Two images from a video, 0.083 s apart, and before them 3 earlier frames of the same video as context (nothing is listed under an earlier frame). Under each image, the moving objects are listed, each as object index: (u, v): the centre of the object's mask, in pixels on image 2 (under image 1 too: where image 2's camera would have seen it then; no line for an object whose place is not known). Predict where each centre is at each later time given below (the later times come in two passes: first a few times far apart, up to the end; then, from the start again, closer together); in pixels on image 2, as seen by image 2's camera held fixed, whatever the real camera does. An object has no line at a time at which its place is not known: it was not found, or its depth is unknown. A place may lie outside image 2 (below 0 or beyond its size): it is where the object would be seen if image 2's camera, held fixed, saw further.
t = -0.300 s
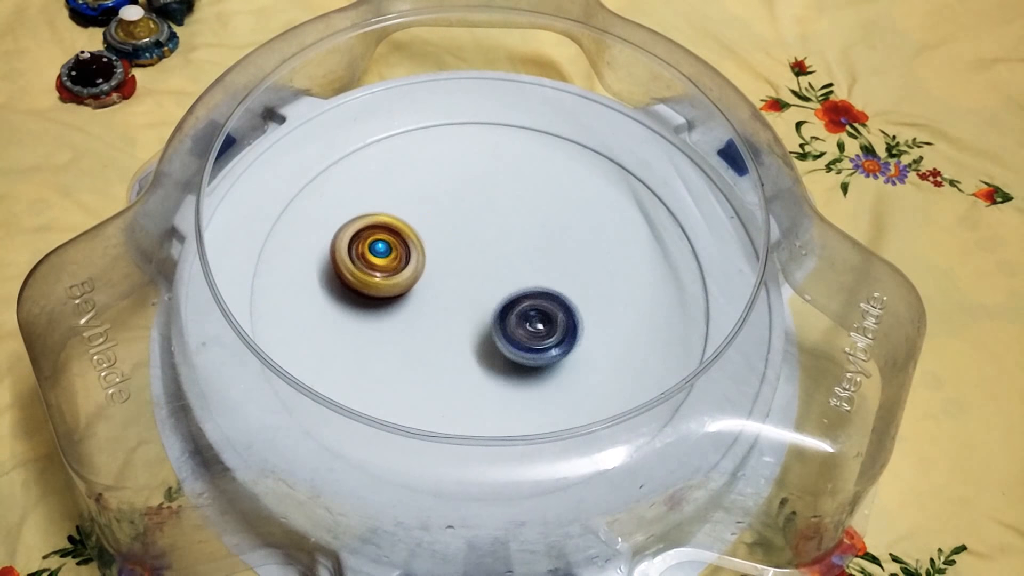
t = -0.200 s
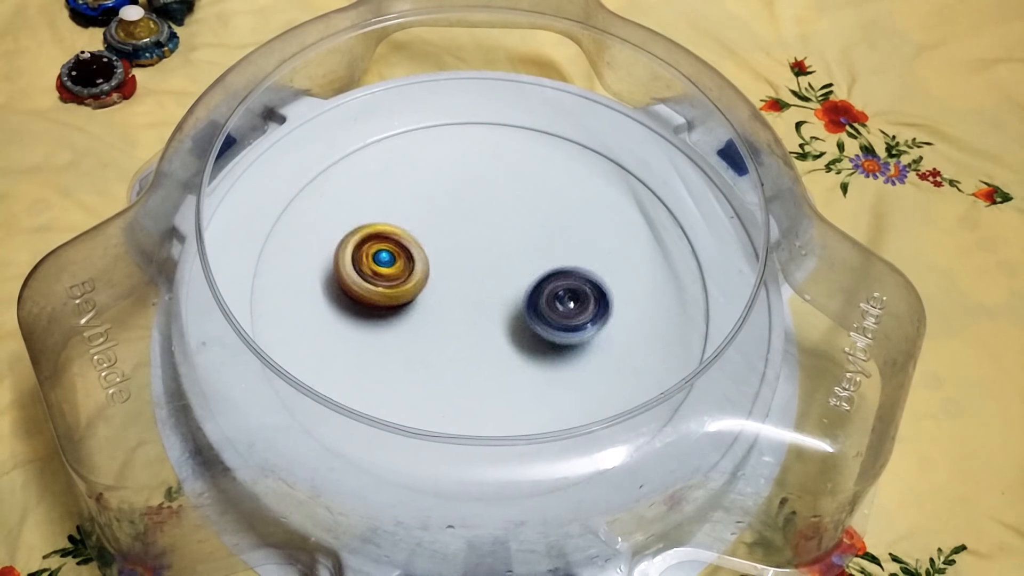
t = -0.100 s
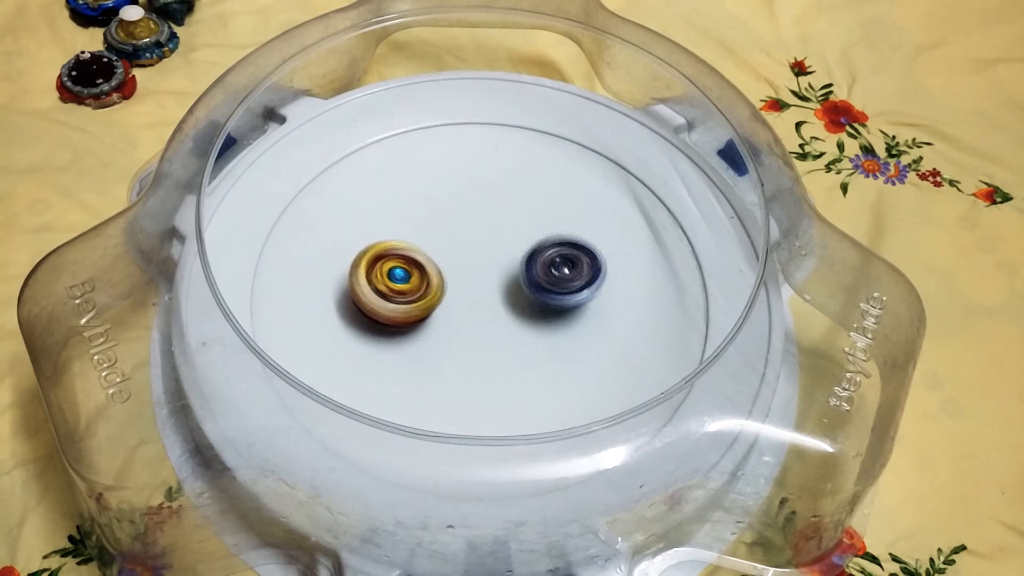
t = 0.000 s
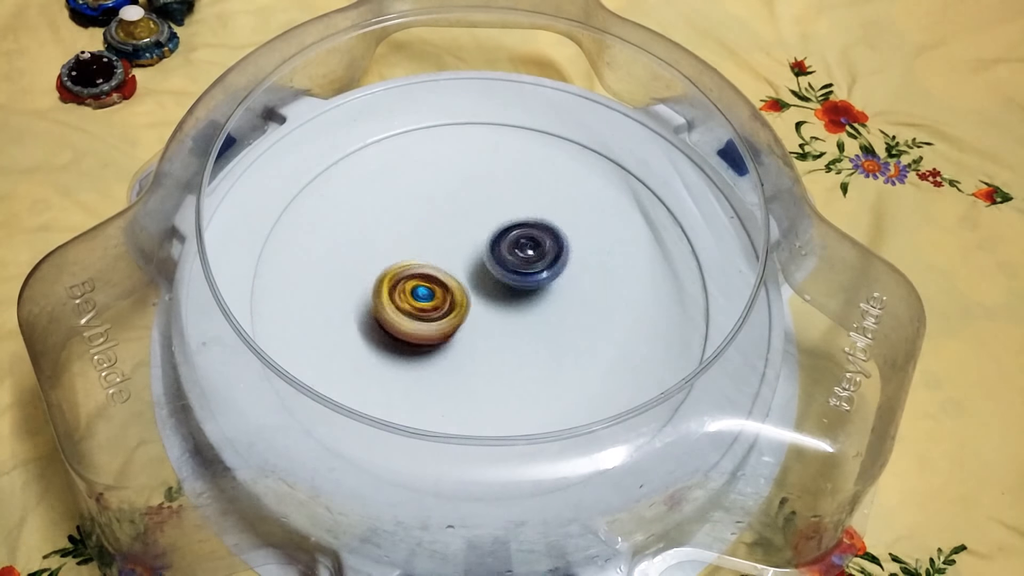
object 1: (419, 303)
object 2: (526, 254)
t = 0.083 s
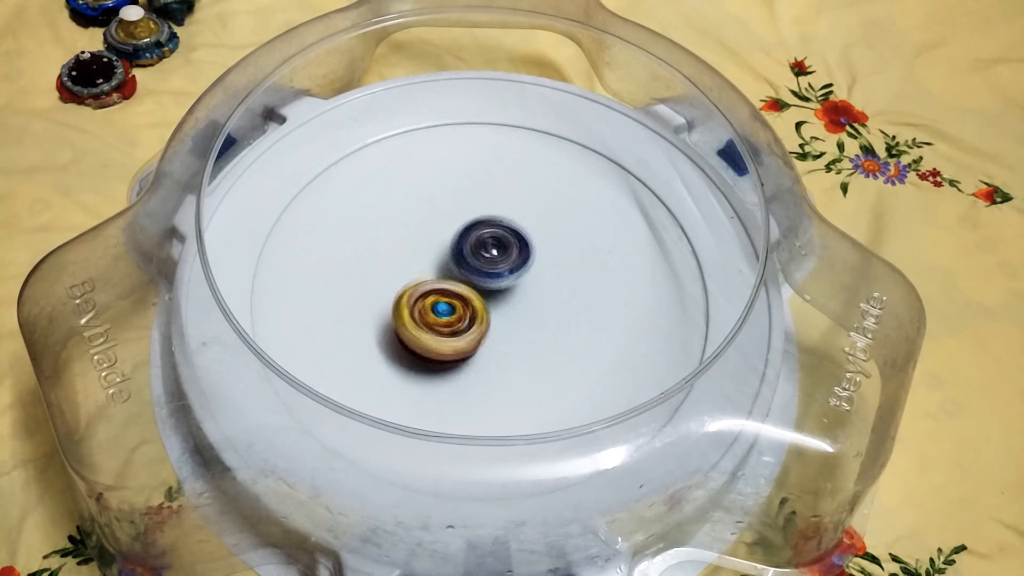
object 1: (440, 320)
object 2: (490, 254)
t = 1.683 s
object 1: (465, 222)
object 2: (496, 319)
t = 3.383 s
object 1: (529, 223)
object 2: (395, 302)
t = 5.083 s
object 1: (518, 237)
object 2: (433, 286)
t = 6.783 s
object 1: (509, 257)
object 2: (402, 293)
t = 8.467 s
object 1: (472, 282)
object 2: (430, 210)
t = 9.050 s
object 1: (508, 267)
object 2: (431, 317)
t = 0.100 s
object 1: (443, 325)
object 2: (487, 251)
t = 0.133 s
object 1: (449, 332)
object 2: (479, 248)
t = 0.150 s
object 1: (452, 335)
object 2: (473, 247)
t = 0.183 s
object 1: (458, 340)
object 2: (464, 247)
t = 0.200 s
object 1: (462, 342)
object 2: (459, 248)
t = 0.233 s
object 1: (469, 346)
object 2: (450, 250)
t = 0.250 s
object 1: (472, 348)
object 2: (446, 251)
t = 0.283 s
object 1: (479, 350)
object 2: (440, 256)
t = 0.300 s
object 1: (483, 350)
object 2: (437, 259)
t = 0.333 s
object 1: (490, 351)
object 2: (434, 265)
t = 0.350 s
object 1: (493, 351)
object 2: (435, 269)
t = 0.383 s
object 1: (499, 350)
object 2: (435, 277)
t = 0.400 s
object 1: (503, 349)
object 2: (436, 281)
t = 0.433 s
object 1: (510, 346)
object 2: (441, 289)
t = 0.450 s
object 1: (518, 348)
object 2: (437, 286)
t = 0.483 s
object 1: (534, 353)
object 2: (426, 276)
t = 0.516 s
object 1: (546, 355)
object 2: (417, 268)
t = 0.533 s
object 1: (550, 356)
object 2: (413, 264)
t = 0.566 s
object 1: (557, 354)
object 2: (404, 257)
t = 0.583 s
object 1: (560, 353)
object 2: (399, 255)
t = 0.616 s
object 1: (566, 349)
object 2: (390, 250)
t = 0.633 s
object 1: (568, 347)
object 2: (386, 249)
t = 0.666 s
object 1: (573, 341)
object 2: (379, 248)
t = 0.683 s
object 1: (574, 338)
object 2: (376, 248)
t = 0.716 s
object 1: (577, 332)
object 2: (372, 248)
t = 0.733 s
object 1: (578, 329)
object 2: (373, 249)
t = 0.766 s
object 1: (579, 322)
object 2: (373, 253)
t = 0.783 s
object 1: (579, 319)
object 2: (373, 253)
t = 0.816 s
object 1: (579, 311)
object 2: (379, 256)
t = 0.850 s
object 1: (579, 305)
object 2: (387, 258)
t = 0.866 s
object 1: (578, 300)
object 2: (392, 259)
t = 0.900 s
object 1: (576, 293)
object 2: (403, 259)
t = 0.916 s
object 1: (575, 289)
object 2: (408, 258)
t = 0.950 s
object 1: (571, 282)
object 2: (421, 257)
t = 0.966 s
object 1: (569, 277)
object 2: (429, 255)
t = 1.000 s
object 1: (563, 270)
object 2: (442, 250)
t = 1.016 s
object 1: (560, 266)
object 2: (447, 248)
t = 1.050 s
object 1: (553, 259)
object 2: (458, 242)
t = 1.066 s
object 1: (551, 255)
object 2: (462, 237)
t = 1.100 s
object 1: (562, 249)
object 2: (445, 227)
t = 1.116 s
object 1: (566, 247)
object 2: (439, 223)
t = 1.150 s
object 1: (571, 243)
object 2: (424, 218)
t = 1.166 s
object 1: (571, 242)
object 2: (417, 215)
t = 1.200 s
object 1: (570, 240)
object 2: (403, 215)
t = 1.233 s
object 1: (565, 238)
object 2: (391, 219)
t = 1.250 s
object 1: (563, 236)
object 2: (387, 223)
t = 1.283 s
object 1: (556, 234)
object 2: (379, 230)
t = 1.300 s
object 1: (552, 233)
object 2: (376, 234)
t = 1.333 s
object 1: (545, 230)
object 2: (374, 243)
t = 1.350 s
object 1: (541, 229)
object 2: (377, 249)
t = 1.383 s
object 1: (534, 227)
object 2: (382, 259)
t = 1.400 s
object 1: (529, 226)
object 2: (386, 263)
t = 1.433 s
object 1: (520, 225)
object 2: (397, 272)
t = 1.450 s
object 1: (515, 225)
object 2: (404, 276)
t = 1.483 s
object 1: (505, 223)
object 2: (418, 281)
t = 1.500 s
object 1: (502, 222)
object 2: (425, 283)
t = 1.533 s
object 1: (493, 222)
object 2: (441, 285)
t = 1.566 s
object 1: (488, 218)
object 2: (453, 293)
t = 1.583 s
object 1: (485, 217)
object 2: (457, 297)
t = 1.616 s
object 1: (479, 217)
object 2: (469, 306)
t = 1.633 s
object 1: (476, 218)
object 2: (476, 310)
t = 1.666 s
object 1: (469, 220)
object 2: (490, 317)
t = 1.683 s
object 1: (465, 222)
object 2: (496, 319)
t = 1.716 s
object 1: (458, 225)
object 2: (512, 323)
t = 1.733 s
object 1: (454, 227)
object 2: (520, 324)
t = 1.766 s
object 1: (447, 231)
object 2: (535, 325)
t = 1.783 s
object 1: (444, 233)
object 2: (540, 325)
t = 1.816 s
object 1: (437, 239)
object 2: (552, 321)
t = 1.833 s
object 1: (433, 241)
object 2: (556, 318)
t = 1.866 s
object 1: (427, 246)
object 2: (563, 310)
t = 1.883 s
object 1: (424, 249)
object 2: (566, 306)
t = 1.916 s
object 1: (419, 254)
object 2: (568, 297)
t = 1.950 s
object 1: (415, 259)
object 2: (566, 287)
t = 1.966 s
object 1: (414, 262)
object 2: (563, 283)
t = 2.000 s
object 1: (411, 268)
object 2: (557, 275)
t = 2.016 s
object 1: (410, 271)
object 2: (554, 272)
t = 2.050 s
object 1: (408, 276)
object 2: (544, 267)
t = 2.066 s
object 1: (409, 279)
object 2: (539, 264)
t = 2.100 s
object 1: (409, 286)
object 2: (527, 262)
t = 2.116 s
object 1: (410, 289)
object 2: (521, 261)
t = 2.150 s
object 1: (412, 295)
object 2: (507, 260)
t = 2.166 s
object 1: (413, 298)
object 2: (501, 260)
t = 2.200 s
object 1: (412, 305)
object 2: (492, 261)
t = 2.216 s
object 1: (411, 310)
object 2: (493, 258)
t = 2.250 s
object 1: (412, 316)
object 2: (491, 254)
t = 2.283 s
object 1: (414, 322)
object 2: (488, 252)
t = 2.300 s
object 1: (417, 325)
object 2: (487, 251)
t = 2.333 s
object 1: (422, 330)
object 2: (482, 248)
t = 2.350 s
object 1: (424, 332)
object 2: (479, 248)
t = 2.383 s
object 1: (430, 336)
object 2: (474, 248)
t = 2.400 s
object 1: (432, 338)
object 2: (471, 247)
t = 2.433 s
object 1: (438, 343)
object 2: (467, 248)
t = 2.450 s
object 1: (441, 344)
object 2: (466, 249)
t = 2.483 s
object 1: (446, 345)
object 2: (461, 251)
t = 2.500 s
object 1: (449, 345)
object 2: (458, 253)
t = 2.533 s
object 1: (456, 346)
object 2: (455, 256)
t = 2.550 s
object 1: (460, 345)
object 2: (455, 258)
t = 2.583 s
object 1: (467, 344)
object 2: (452, 263)
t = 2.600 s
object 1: (469, 343)
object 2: (453, 265)
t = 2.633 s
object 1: (476, 344)
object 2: (452, 263)
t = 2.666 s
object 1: (483, 344)
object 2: (452, 262)
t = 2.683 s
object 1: (486, 343)
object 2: (451, 261)
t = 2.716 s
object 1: (492, 340)
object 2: (452, 257)
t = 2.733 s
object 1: (495, 338)
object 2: (452, 257)
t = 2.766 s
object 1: (501, 332)
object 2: (452, 255)
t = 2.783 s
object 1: (504, 330)
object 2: (450, 254)
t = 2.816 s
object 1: (511, 324)
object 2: (451, 252)
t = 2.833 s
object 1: (513, 321)
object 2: (451, 251)
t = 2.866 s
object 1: (518, 314)
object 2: (452, 251)
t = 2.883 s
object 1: (521, 311)
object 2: (451, 250)
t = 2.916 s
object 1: (527, 303)
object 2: (453, 249)
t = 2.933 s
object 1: (530, 300)
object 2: (454, 249)
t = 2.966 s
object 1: (533, 294)
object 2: (454, 250)
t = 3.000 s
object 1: (537, 287)
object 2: (452, 248)
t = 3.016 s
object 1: (538, 283)
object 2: (451, 248)
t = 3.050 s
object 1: (542, 277)
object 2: (450, 248)
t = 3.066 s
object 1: (541, 275)
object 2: (448, 248)
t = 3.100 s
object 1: (540, 269)
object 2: (447, 248)
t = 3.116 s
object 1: (540, 266)
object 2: (447, 247)
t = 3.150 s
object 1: (539, 259)
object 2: (446, 249)
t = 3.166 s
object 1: (538, 256)
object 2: (446, 250)
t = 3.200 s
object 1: (541, 249)
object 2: (434, 254)
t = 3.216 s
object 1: (543, 245)
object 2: (428, 257)
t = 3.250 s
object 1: (547, 238)
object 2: (417, 264)
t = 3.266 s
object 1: (546, 237)
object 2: (412, 268)
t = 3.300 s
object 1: (543, 233)
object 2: (405, 278)
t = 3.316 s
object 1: (542, 230)
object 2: (402, 282)
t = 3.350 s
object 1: (536, 227)
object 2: (398, 291)
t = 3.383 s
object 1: (529, 223)
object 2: (395, 302)
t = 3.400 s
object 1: (528, 220)
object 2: (395, 307)
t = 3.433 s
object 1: (521, 218)
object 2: (398, 318)
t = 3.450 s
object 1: (518, 216)
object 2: (399, 322)
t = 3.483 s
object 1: (513, 212)
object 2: (405, 332)
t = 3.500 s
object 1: (510, 212)
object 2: (411, 335)
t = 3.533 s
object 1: (503, 210)
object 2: (422, 340)
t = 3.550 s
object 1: (501, 209)
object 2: (430, 341)
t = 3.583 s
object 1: (494, 210)
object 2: (444, 340)
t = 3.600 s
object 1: (491, 211)
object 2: (451, 340)
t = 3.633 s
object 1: (485, 211)
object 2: (464, 337)
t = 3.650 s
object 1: (481, 213)
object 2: (470, 334)
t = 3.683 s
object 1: (474, 217)
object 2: (482, 328)
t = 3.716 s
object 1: (468, 220)
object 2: (492, 320)
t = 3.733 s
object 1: (464, 223)
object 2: (497, 316)
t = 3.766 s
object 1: (458, 228)
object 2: (505, 307)
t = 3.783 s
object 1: (454, 230)
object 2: (508, 301)
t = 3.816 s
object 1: (449, 237)
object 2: (512, 290)
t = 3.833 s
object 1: (444, 240)
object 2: (517, 288)
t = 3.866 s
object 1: (429, 241)
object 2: (535, 283)
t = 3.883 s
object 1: (424, 244)
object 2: (542, 280)
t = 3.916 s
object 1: (415, 247)
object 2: (553, 273)
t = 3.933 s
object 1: (413, 249)
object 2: (558, 270)
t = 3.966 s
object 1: (408, 255)
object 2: (568, 262)
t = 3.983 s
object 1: (405, 257)
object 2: (572, 258)
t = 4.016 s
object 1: (403, 264)
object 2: (577, 250)
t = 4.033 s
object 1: (402, 267)
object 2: (580, 246)
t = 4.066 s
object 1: (401, 272)
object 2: (582, 237)
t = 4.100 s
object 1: (401, 280)
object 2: (581, 229)
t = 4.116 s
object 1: (401, 283)
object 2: (580, 227)
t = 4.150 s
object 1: (404, 290)
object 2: (574, 220)
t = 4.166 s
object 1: (404, 293)
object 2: (569, 218)
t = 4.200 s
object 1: (409, 300)
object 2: (560, 215)
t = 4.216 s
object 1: (412, 303)
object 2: (554, 214)
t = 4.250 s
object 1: (417, 309)
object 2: (539, 214)
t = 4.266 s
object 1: (420, 311)
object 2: (534, 215)
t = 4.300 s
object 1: (427, 317)
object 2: (522, 219)
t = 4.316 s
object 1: (432, 318)
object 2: (516, 222)
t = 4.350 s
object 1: (441, 324)
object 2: (503, 230)
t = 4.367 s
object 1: (444, 325)
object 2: (497, 235)
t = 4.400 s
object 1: (454, 326)
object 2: (487, 242)
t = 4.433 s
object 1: (462, 328)
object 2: (475, 251)
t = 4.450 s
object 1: (467, 328)
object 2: (471, 254)
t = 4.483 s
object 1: (475, 334)
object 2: (465, 253)
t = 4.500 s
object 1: (478, 337)
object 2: (460, 249)
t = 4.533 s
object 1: (486, 338)
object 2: (450, 244)
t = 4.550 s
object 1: (489, 338)
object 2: (445, 240)
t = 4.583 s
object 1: (495, 334)
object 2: (434, 235)
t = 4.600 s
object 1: (498, 333)
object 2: (429, 233)
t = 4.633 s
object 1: (504, 327)
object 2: (419, 230)
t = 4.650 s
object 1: (509, 324)
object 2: (414, 229)
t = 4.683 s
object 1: (513, 317)
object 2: (405, 229)
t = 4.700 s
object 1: (517, 313)
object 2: (402, 230)
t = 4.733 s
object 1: (522, 306)
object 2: (393, 233)
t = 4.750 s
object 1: (524, 302)
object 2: (392, 236)
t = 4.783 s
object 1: (528, 295)
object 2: (389, 240)
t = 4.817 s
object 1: (531, 287)
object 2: (388, 247)
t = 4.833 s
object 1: (532, 284)
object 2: (391, 250)
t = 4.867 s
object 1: (532, 277)
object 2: (395, 256)
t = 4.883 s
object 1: (532, 273)
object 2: (399, 261)
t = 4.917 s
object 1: (529, 267)
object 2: (407, 263)
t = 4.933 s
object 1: (530, 262)
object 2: (411, 268)
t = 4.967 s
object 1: (525, 258)
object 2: (422, 270)
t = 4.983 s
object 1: (523, 253)
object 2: (427, 272)
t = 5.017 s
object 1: (521, 248)
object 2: (436, 274)
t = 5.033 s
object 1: (521, 245)
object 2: (437, 276)
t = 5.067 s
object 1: (520, 239)
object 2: (435, 283)
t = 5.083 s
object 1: (518, 237)
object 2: (433, 286)
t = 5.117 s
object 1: (515, 233)
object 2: (433, 292)
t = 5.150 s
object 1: (506, 231)
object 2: (434, 296)
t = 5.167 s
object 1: (504, 228)
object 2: (435, 299)
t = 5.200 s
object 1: (496, 227)
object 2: (438, 303)
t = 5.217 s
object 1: (492, 225)
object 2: (440, 305)
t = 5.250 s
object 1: (485, 224)
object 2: (445, 309)
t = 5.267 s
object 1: (481, 224)
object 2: (447, 310)
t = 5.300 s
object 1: (474, 224)
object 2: (453, 313)
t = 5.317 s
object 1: (470, 225)
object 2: (456, 312)
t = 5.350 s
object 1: (463, 226)
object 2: (463, 313)
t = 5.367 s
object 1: (460, 228)
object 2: (466, 312)
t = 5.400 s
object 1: (452, 230)
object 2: (473, 310)
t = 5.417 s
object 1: (449, 232)
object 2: (476, 309)
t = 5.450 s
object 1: (441, 236)
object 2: (483, 306)
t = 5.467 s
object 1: (439, 237)
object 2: (485, 306)
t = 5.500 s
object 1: (432, 241)
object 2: (496, 306)
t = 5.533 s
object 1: (428, 244)
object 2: (507, 307)
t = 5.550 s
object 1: (427, 247)
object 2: (511, 307)
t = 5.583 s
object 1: (424, 251)
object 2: (521, 305)
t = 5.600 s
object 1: (423, 254)
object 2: (524, 304)
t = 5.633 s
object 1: (420, 259)
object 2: (532, 301)
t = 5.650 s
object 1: (420, 262)
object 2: (533, 299)
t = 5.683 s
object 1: (419, 268)
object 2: (538, 295)
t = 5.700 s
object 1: (420, 271)
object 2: (538, 291)
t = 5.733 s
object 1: (421, 277)
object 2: (541, 286)
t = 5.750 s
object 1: (422, 279)
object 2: (540, 283)
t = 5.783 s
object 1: (425, 286)
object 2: (539, 278)
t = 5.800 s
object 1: (427, 289)
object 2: (537, 275)
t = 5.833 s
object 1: (431, 295)
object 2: (533, 270)
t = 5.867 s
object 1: (437, 298)
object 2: (525, 266)
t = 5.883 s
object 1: (440, 301)
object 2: (523, 265)
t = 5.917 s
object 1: (441, 306)
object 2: (524, 258)
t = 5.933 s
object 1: (443, 309)
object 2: (526, 255)
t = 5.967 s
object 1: (446, 311)
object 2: (525, 249)
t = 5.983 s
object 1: (450, 313)
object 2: (526, 245)
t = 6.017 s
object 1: (456, 315)
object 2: (524, 241)
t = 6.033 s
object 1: (460, 316)
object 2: (523, 237)
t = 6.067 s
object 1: (466, 317)
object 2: (521, 234)
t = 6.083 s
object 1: (471, 318)
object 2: (519, 232)
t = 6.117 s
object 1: (477, 318)
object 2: (515, 230)
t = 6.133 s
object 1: (481, 317)
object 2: (512, 229)
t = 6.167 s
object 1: (487, 316)
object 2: (507, 228)
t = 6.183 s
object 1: (491, 315)
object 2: (503, 227)
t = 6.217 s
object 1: (496, 312)
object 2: (498, 229)
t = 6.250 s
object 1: (503, 309)
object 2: (493, 230)
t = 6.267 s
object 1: (505, 309)
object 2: (489, 231)
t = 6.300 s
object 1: (512, 307)
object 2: (482, 227)
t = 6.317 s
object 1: (513, 307)
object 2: (478, 228)
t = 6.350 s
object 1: (517, 303)
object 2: (470, 226)
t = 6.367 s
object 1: (519, 302)
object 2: (466, 227)
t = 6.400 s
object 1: (523, 297)
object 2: (459, 228)
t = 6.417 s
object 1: (523, 296)
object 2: (456, 230)
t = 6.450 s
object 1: (525, 291)
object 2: (450, 233)
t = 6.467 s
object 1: (526, 289)
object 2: (447, 235)
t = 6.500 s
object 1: (527, 284)
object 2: (442, 241)
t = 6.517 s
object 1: (527, 282)
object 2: (441, 243)
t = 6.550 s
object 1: (526, 277)
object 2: (437, 251)
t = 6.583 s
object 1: (526, 274)
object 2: (434, 257)
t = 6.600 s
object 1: (527, 272)
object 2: (431, 259)
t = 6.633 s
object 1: (526, 269)
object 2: (424, 264)
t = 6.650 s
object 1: (525, 267)
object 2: (420, 268)
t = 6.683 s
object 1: (522, 265)
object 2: (412, 273)
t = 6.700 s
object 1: (520, 262)
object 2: (411, 277)
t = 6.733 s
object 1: (516, 260)
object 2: (406, 282)
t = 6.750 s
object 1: (514, 258)
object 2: (405, 285)
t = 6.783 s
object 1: (509, 257)
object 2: (402, 293)
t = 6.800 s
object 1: (506, 255)
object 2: (402, 294)
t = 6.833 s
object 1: (502, 254)
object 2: (404, 302)
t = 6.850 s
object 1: (498, 253)
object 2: (403, 303)
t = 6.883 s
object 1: (493, 253)
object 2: (408, 309)
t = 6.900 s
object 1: (490, 252)
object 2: (409, 311)
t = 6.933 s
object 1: (485, 253)
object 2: (417, 315)
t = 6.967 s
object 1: (479, 253)
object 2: (420, 317)
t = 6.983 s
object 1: (477, 254)
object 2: (426, 319)
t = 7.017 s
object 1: (473, 251)
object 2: (427, 329)
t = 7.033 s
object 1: (472, 250)
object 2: (429, 332)
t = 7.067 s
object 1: (469, 249)
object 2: (435, 340)
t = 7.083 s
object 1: (467, 249)
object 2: (436, 343)
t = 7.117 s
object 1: (464, 251)
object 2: (446, 349)
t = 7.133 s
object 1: (462, 252)
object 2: (448, 351)
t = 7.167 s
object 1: (458, 254)
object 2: (457, 354)
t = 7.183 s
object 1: (456, 255)
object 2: (460, 355)
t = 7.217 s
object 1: (453, 257)
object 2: (468, 354)
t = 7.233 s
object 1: (450, 259)
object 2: (473, 355)
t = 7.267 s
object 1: (448, 262)
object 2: (479, 352)
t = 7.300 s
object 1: (446, 264)
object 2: (489, 351)
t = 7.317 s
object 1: (444, 266)
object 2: (491, 348)
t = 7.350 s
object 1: (444, 269)
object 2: (500, 344)
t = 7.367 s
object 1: (442, 271)
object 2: (502, 342)
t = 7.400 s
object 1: (443, 274)
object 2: (509, 334)
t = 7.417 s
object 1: (442, 276)
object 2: (513, 332)
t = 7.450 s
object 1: (440, 278)
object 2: (523, 330)
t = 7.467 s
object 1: (437, 278)
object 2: (530, 330)
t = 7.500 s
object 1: (435, 279)
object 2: (542, 328)
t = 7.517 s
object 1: (435, 278)
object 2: (546, 326)
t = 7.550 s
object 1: (434, 280)
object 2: (557, 322)
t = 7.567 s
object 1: (435, 280)
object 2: (564, 318)
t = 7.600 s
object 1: (435, 282)
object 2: (573, 313)
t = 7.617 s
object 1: (437, 284)
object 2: (578, 310)
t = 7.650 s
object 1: (438, 285)
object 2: (586, 303)
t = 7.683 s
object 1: (440, 287)
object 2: (591, 296)
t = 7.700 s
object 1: (442, 287)
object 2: (594, 293)
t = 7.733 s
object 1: (444, 288)
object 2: (596, 285)
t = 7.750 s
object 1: (446, 289)
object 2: (596, 281)
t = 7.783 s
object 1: (449, 289)
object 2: (592, 275)
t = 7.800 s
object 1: (450, 290)
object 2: (590, 271)
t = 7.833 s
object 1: (455, 289)
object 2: (583, 266)
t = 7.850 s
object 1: (455, 289)
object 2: (579, 264)
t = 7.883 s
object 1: (459, 289)
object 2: (570, 259)
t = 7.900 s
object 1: (461, 287)
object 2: (565, 257)
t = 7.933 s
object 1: (465, 286)
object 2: (555, 254)
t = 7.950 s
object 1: (468, 284)
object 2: (549, 253)
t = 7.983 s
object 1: (466, 286)
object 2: (547, 247)
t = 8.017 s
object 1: (466, 287)
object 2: (542, 242)
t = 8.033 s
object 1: (467, 285)
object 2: (539, 238)
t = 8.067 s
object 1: (467, 285)
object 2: (532, 232)
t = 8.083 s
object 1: (467, 285)
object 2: (530, 228)
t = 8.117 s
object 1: (467, 285)
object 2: (522, 223)
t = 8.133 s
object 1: (467, 285)
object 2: (518, 220)
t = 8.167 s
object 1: (469, 283)
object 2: (510, 217)
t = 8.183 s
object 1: (468, 284)
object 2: (505, 214)
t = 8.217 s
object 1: (468, 285)
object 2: (498, 209)
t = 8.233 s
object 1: (470, 284)
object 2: (493, 207)
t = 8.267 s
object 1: (470, 284)
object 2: (484, 204)
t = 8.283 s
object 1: (470, 285)
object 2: (479, 201)
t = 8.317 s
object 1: (470, 284)
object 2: (470, 200)
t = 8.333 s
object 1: (469, 285)
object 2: (465, 199)
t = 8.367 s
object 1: (470, 285)
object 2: (457, 199)
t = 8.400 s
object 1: (471, 285)
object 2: (447, 202)
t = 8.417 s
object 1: (471, 283)
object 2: (443, 202)
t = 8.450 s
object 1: (471, 284)
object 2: (436, 207)
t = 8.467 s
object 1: (472, 282)
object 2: (430, 210)
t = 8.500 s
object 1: (473, 282)
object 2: (425, 215)
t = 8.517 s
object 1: (474, 282)
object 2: (421, 218)
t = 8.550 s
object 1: (476, 282)
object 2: (415, 223)
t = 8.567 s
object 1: (477, 282)
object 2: (413, 225)
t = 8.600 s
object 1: (480, 284)
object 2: (406, 230)
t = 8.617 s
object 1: (482, 283)
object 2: (402, 234)
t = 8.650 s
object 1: (482, 284)
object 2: (397, 240)
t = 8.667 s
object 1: (484, 283)
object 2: (395, 244)
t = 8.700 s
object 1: (487, 283)
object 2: (394, 252)
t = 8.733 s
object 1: (488, 282)
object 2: (394, 260)
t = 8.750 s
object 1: (488, 282)
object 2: (395, 263)
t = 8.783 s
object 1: (492, 280)
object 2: (396, 270)
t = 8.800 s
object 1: (492, 280)
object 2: (395, 274)
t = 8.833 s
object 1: (495, 279)
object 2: (395, 281)
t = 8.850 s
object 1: (496, 278)
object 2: (397, 284)
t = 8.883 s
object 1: (498, 276)
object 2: (400, 292)
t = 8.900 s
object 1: (499, 276)
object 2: (404, 294)
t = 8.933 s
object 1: (502, 274)
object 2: (410, 301)
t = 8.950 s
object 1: (503, 273)
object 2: (412, 303)
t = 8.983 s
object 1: (505, 271)
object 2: (417, 310)
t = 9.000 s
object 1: (505, 269)
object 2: (421, 311)
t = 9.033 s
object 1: (506, 268)
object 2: (429, 314)
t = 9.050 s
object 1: (508, 267)
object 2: (431, 317)
